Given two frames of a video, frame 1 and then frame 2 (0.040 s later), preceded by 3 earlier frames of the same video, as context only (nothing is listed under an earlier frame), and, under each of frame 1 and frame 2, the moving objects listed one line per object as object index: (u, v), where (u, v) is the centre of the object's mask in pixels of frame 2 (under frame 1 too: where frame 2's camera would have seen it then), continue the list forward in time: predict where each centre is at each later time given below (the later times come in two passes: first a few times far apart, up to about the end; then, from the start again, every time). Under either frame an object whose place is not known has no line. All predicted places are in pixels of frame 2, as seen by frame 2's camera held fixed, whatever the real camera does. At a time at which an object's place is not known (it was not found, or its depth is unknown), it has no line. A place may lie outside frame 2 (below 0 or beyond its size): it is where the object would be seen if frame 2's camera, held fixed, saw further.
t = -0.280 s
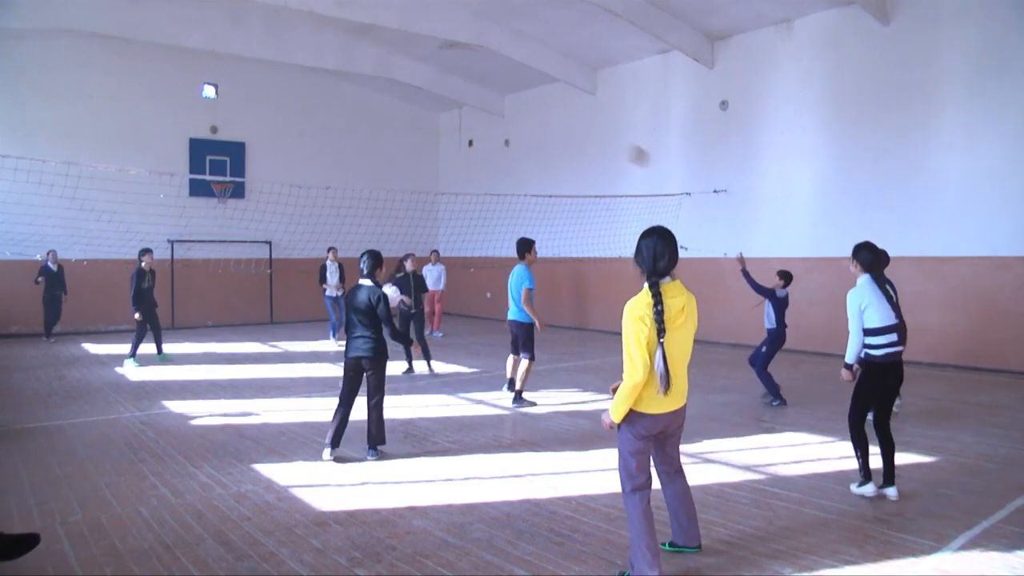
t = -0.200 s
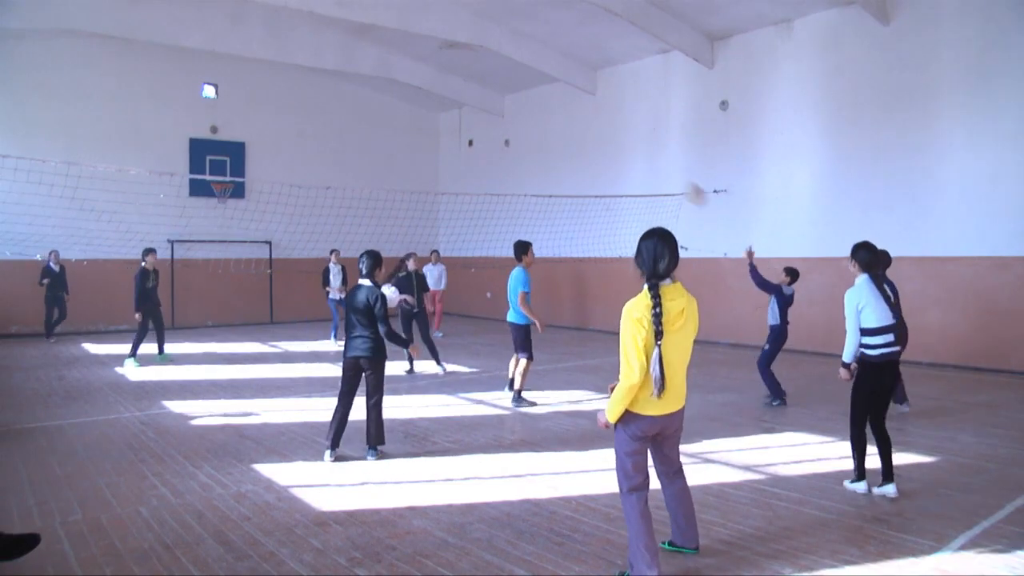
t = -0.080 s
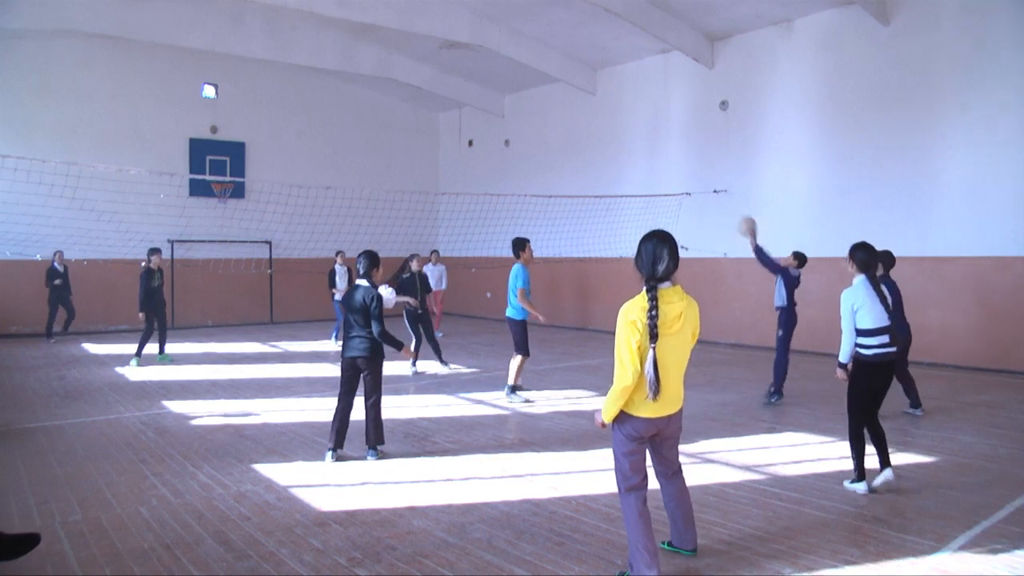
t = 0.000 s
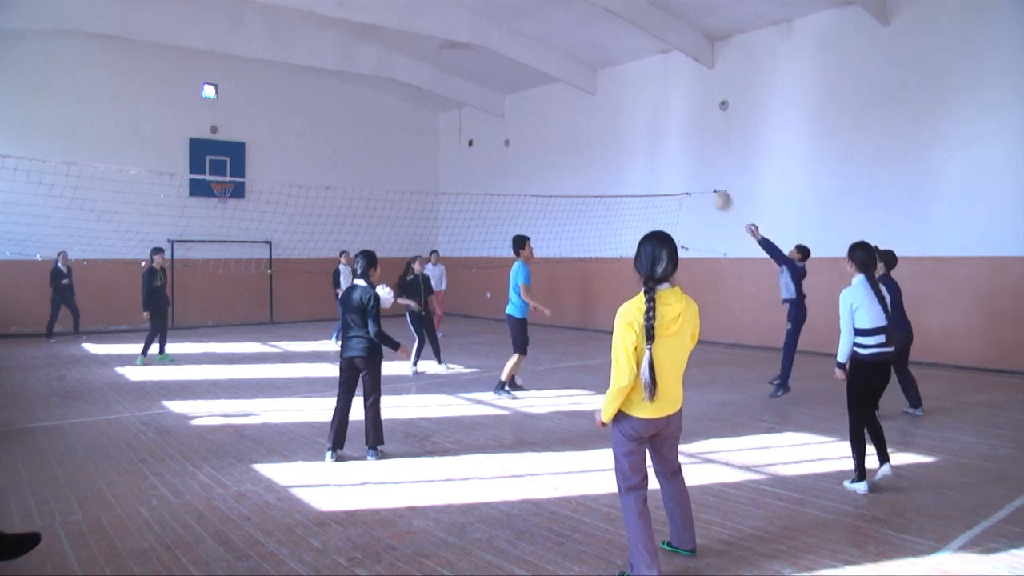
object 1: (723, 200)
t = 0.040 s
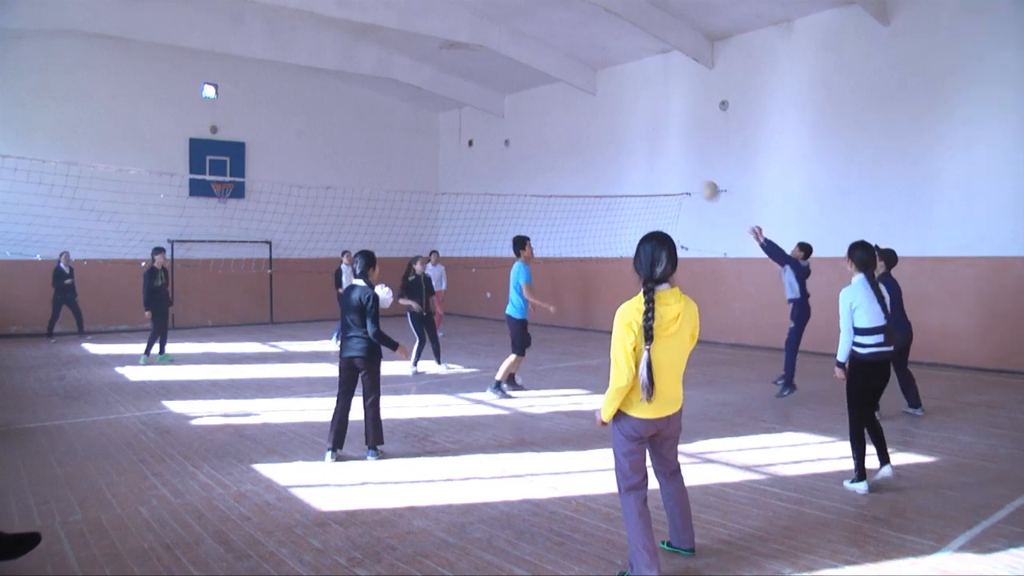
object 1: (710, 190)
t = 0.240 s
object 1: (651, 163)
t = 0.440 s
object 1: (596, 173)
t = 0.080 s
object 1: (697, 182)
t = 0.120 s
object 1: (685, 175)
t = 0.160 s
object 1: (673, 170)
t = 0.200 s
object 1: (662, 166)
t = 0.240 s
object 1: (651, 163)
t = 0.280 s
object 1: (639, 163)
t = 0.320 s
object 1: (629, 163)
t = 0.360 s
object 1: (617, 165)
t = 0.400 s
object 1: (607, 169)
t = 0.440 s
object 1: (596, 173)
